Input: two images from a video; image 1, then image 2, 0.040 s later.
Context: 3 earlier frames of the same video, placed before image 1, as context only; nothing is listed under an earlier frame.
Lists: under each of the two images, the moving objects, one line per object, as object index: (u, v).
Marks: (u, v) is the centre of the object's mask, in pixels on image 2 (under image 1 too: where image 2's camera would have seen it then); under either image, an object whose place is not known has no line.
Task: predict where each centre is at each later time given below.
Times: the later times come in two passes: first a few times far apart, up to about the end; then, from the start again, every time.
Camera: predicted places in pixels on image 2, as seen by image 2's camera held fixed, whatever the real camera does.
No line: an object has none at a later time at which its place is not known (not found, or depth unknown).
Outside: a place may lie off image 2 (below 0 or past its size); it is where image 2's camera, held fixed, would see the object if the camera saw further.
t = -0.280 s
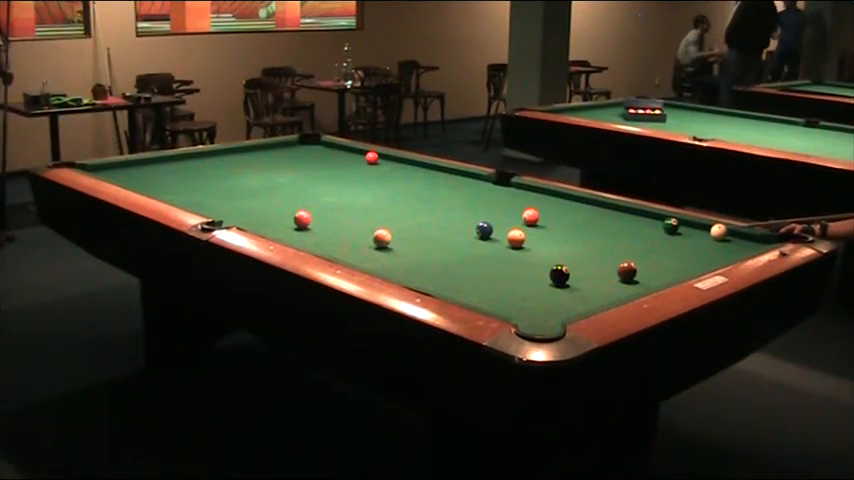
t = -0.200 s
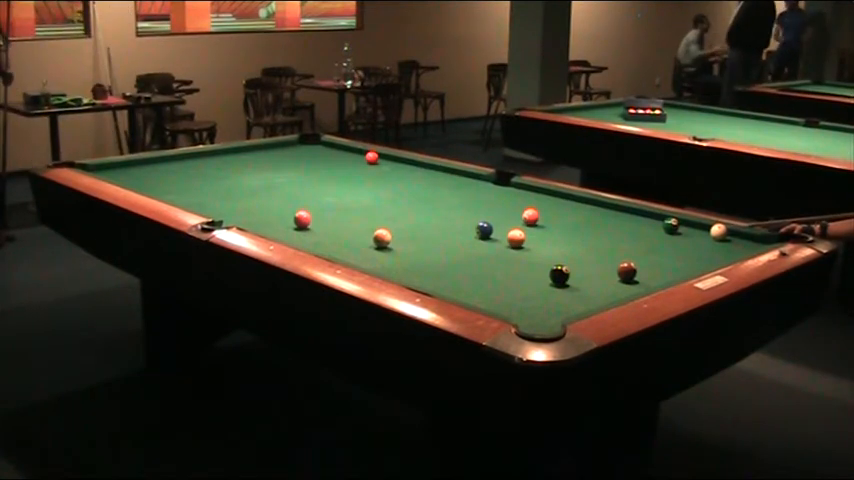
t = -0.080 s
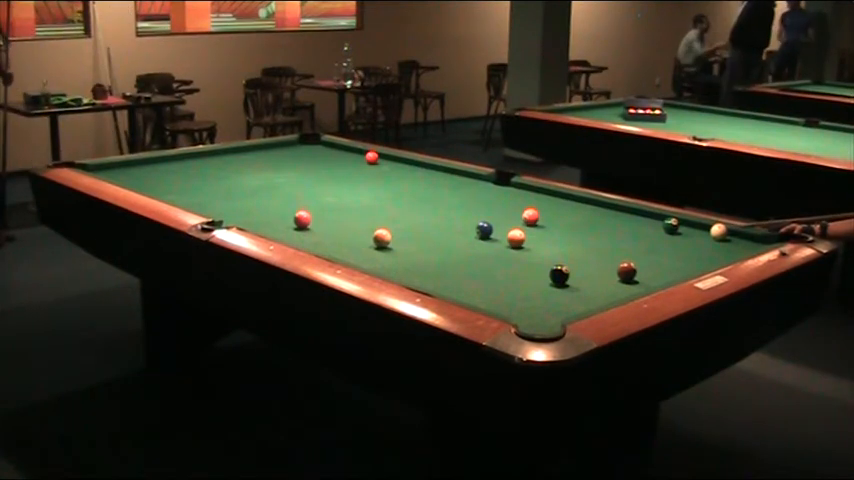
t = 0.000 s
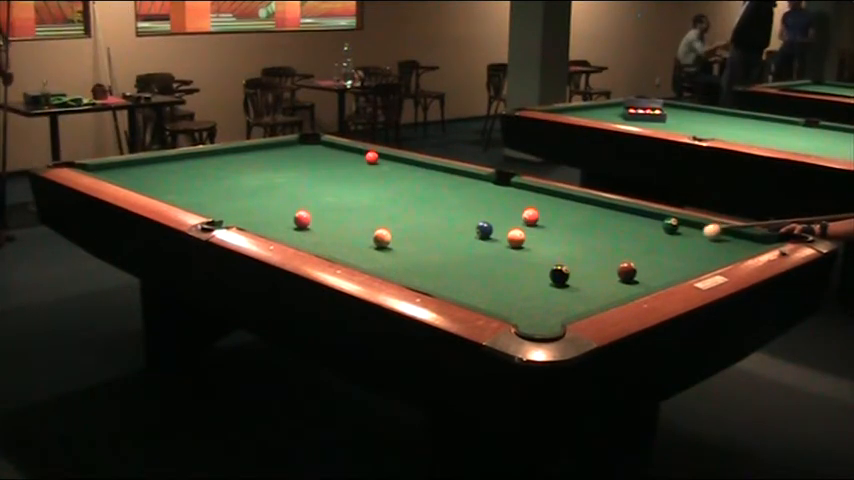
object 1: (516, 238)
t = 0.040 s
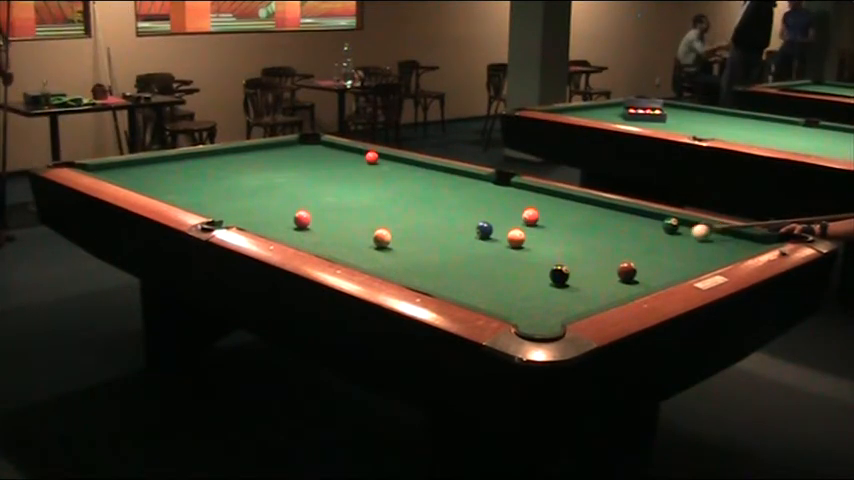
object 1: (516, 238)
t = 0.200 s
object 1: (516, 238)
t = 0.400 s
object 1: (516, 238)
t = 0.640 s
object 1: (503, 237)
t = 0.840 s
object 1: (460, 236)
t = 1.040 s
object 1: (422, 234)
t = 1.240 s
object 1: (386, 228)
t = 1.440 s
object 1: (348, 231)
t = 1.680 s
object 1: (306, 229)
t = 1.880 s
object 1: (272, 226)
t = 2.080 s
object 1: (241, 223)
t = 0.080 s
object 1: (516, 238)
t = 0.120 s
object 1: (516, 238)
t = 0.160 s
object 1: (516, 238)
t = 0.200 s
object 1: (516, 238)
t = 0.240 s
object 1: (516, 238)
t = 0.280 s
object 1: (516, 238)
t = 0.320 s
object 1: (516, 238)
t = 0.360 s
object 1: (516, 238)
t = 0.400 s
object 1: (516, 238)
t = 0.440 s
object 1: (516, 238)
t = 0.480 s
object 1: (516, 238)
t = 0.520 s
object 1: (516, 238)
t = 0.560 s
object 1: (516, 238)
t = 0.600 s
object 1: (514, 238)
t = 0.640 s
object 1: (503, 237)
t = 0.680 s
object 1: (493, 237)
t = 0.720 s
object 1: (484, 237)
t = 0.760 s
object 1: (476, 236)
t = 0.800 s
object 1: (468, 236)
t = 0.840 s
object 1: (460, 236)
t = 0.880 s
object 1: (453, 235)
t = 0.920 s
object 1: (444, 235)
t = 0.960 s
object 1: (437, 234)
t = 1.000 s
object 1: (429, 234)
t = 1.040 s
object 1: (422, 234)
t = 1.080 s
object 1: (414, 234)
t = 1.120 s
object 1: (406, 233)
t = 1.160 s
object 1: (400, 233)
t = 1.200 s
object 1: (393, 231)
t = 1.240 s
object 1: (386, 228)
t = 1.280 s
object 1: (374, 229)
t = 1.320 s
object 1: (368, 231)
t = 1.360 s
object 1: (362, 231)
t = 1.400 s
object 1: (355, 231)
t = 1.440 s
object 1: (348, 231)
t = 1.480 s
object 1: (341, 231)
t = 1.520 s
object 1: (333, 230)
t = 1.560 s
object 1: (326, 230)
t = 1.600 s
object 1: (320, 230)
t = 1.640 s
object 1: (312, 230)
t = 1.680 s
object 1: (306, 229)
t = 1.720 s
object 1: (299, 230)
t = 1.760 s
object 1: (292, 229)
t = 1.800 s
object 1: (285, 228)
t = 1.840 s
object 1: (279, 228)
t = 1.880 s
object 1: (272, 226)
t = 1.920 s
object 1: (266, 226)
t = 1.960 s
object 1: (260, 224)
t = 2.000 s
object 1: (253, 224)
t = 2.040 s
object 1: (247, 223)
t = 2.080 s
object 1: (241, 223)
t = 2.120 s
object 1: (234, 224)
